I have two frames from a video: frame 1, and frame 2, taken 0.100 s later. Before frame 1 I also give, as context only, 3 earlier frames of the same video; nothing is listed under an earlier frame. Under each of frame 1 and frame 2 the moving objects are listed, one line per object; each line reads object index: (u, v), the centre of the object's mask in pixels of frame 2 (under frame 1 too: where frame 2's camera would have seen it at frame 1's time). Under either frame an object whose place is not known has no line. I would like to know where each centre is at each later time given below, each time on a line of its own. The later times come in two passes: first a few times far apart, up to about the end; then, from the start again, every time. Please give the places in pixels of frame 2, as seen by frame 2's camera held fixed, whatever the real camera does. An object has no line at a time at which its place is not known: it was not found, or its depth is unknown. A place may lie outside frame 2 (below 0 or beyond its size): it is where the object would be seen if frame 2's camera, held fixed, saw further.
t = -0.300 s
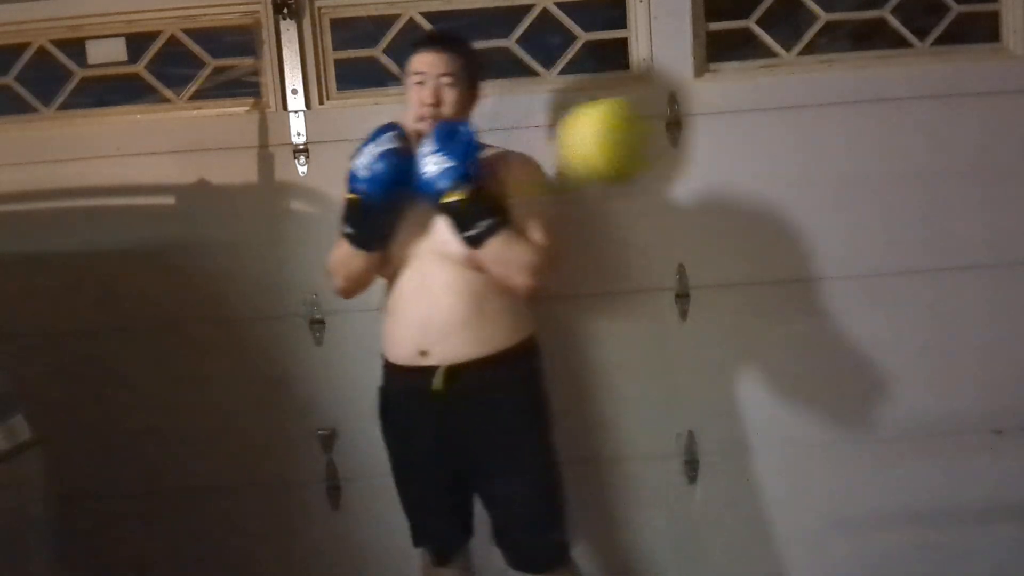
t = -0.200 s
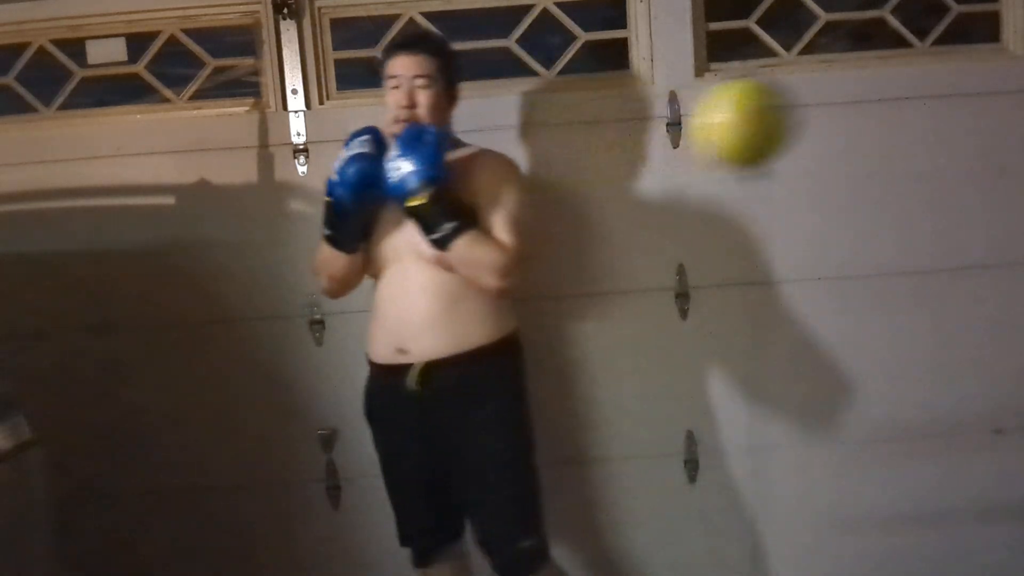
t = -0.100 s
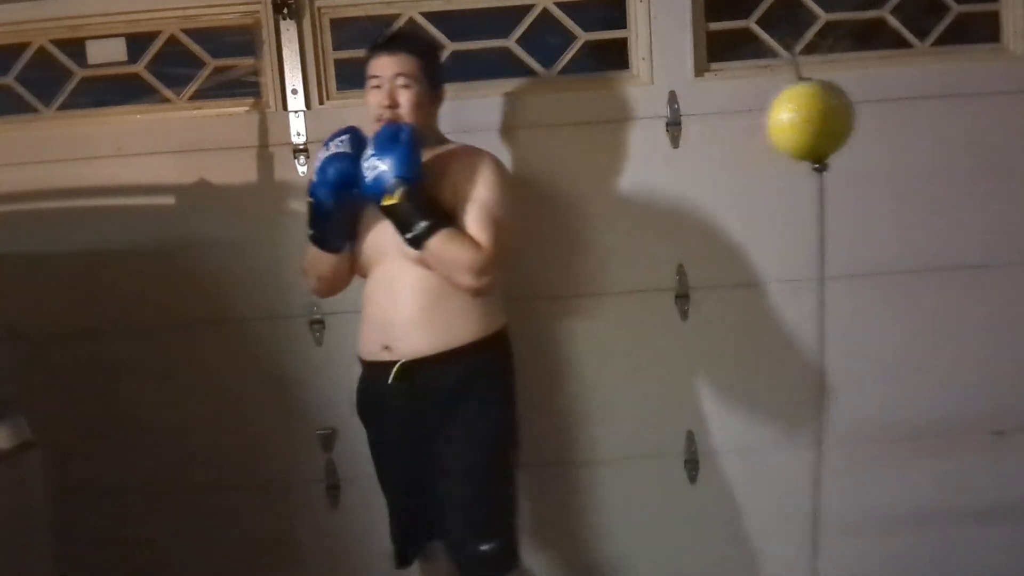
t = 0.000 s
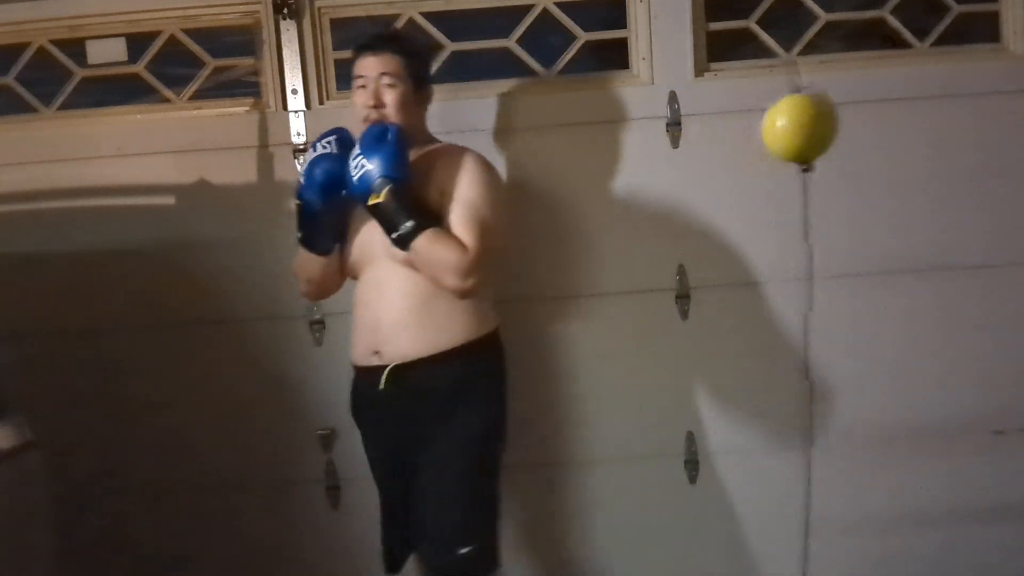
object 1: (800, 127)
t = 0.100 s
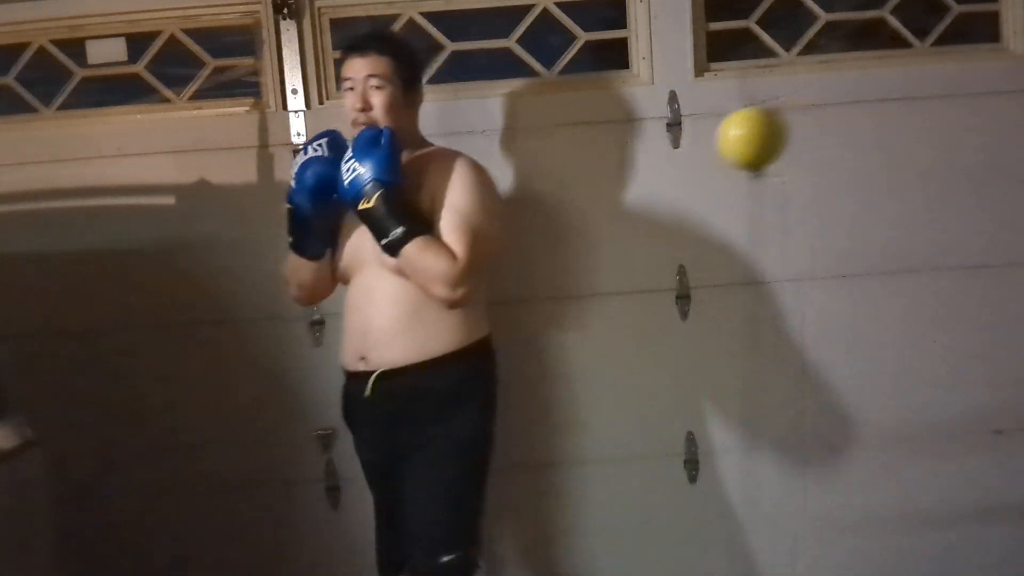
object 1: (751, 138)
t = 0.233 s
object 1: (670, 151)
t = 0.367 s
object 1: (596, 160)
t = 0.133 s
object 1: (732, 142)
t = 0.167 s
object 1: (712, 145)
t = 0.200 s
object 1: (689, 148)
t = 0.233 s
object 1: (670, 151)
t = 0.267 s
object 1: (650, 152)
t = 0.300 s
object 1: (634, 153)
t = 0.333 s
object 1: (613, 157)
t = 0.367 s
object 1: (596, 160)
